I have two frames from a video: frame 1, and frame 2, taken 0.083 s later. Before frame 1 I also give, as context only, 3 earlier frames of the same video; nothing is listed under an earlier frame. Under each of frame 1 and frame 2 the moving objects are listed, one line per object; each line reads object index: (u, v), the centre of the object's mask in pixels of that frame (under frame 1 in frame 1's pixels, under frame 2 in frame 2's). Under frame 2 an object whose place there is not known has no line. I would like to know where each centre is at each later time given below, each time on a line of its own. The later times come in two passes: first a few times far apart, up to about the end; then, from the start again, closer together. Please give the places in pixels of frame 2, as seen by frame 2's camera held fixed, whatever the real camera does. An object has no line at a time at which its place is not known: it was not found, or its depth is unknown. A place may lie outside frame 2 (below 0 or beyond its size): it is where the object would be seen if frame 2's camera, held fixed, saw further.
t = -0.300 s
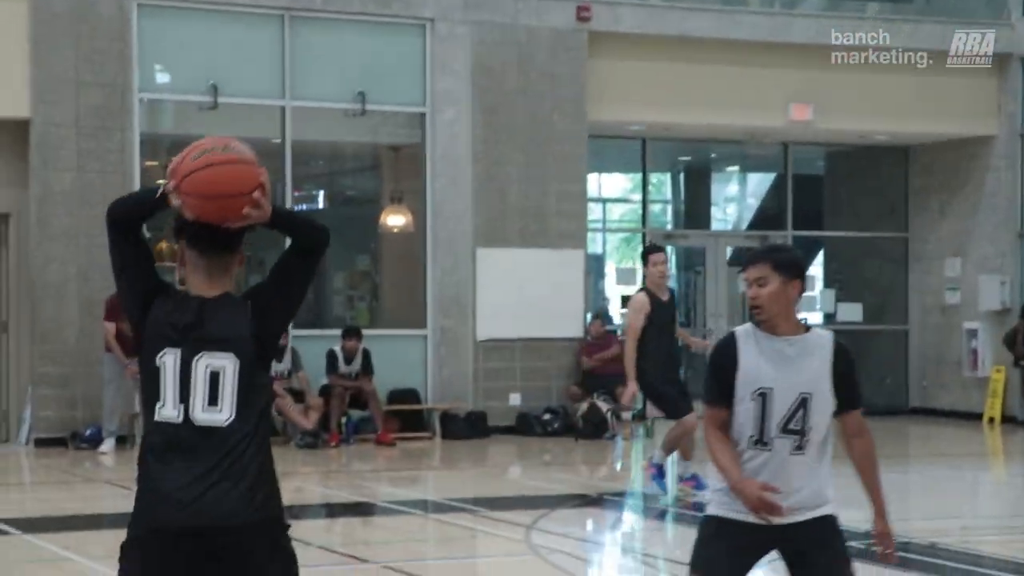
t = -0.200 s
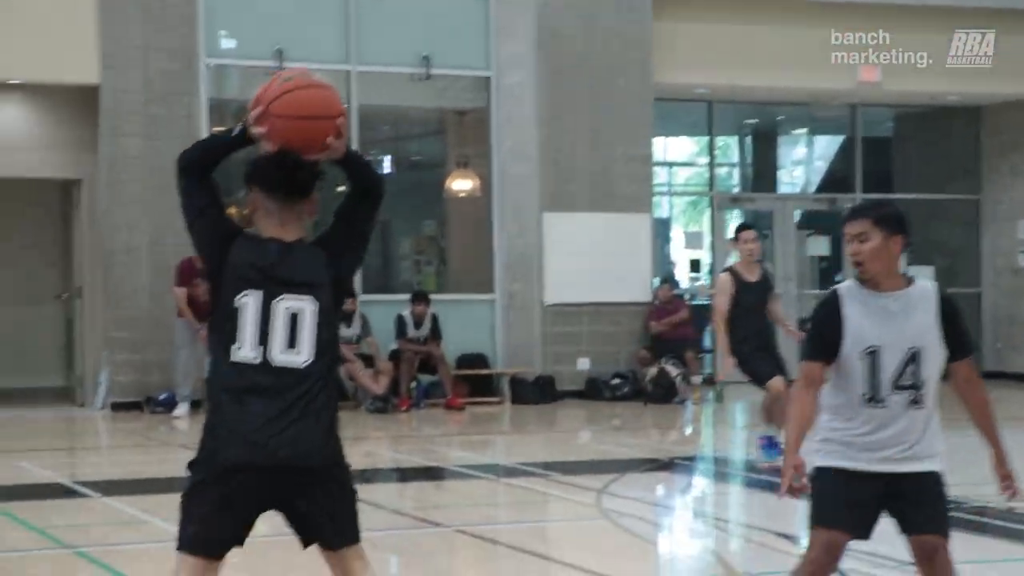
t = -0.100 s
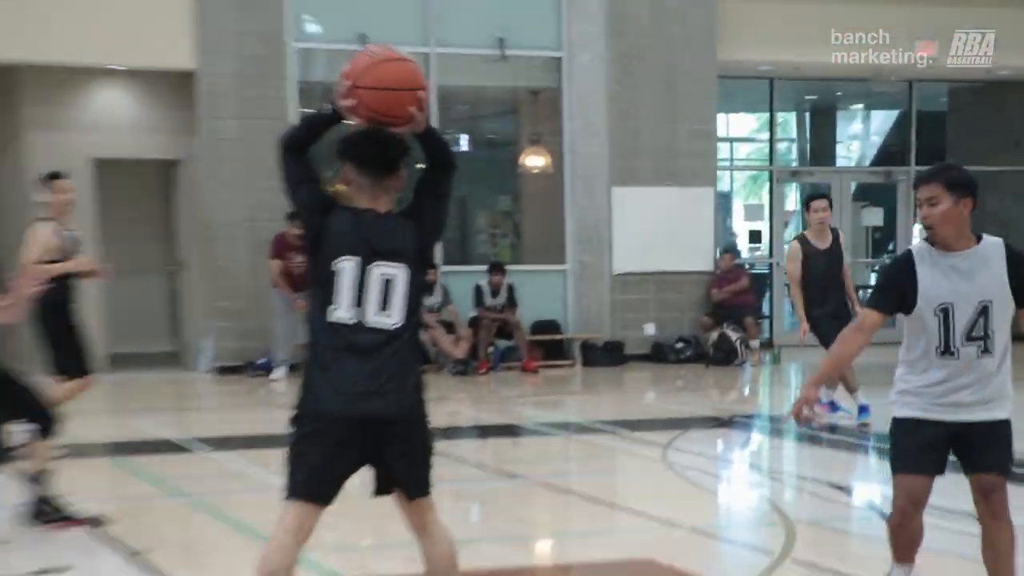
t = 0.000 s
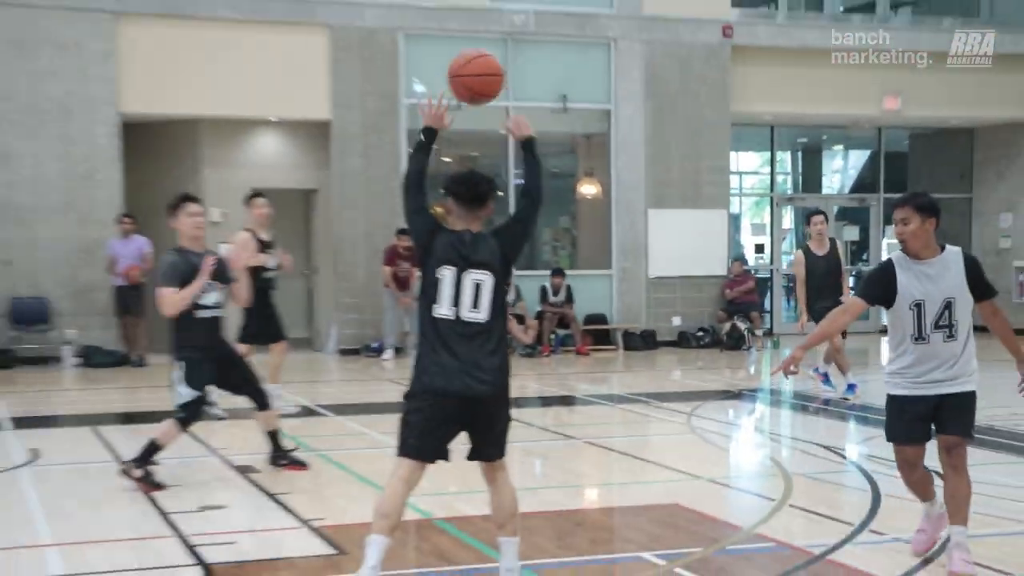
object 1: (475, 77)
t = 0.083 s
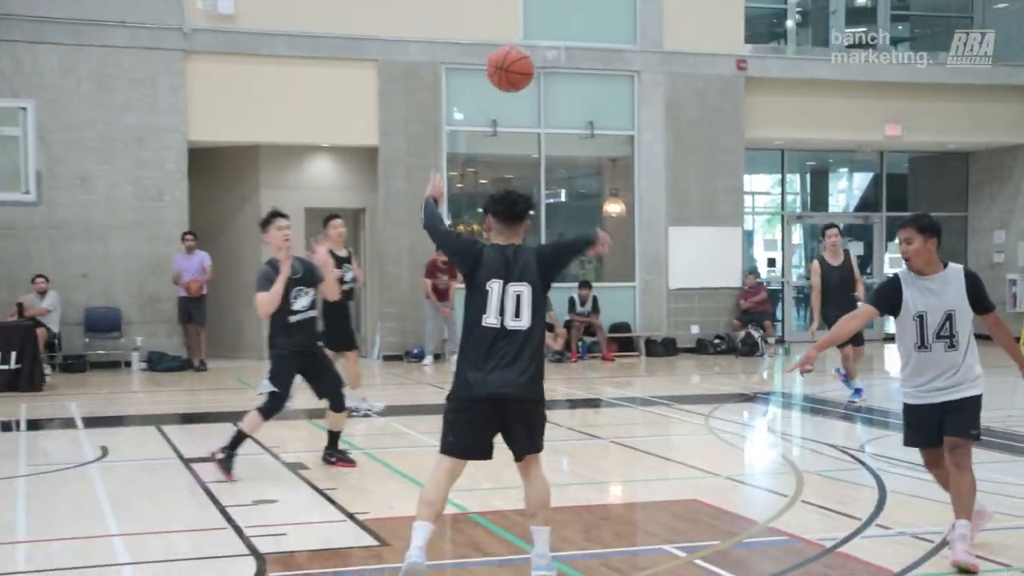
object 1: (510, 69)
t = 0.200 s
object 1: (511, 49)
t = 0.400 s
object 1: (510, 69)
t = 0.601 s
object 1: (505, 135)
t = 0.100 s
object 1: (510, 64)
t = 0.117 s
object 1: (510, 60)
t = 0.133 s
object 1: (510, 58)
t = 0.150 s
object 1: (509, 55)
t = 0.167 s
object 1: (509, 53)
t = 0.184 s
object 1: (510, 50)
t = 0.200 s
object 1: (511, 49)
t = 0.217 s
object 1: (511, 48)
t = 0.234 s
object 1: (511, 48)
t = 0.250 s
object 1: (511, 48)
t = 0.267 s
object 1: (511, 48)
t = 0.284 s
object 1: (511, 50)
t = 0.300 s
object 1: (511, 51)
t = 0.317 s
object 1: (511, 53)
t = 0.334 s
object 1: (511, 56)
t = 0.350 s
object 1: (511, 59)
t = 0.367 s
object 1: (511, 62)
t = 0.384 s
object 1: (510, 66)
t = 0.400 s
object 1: (510, 69)
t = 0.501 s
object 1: (507, 97)
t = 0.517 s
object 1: (507, 103)
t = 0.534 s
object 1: (506, 109)
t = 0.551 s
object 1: (506, 115)
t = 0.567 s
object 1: (506, 122)
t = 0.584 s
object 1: (505, 128)
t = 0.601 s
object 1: (505, 135)
